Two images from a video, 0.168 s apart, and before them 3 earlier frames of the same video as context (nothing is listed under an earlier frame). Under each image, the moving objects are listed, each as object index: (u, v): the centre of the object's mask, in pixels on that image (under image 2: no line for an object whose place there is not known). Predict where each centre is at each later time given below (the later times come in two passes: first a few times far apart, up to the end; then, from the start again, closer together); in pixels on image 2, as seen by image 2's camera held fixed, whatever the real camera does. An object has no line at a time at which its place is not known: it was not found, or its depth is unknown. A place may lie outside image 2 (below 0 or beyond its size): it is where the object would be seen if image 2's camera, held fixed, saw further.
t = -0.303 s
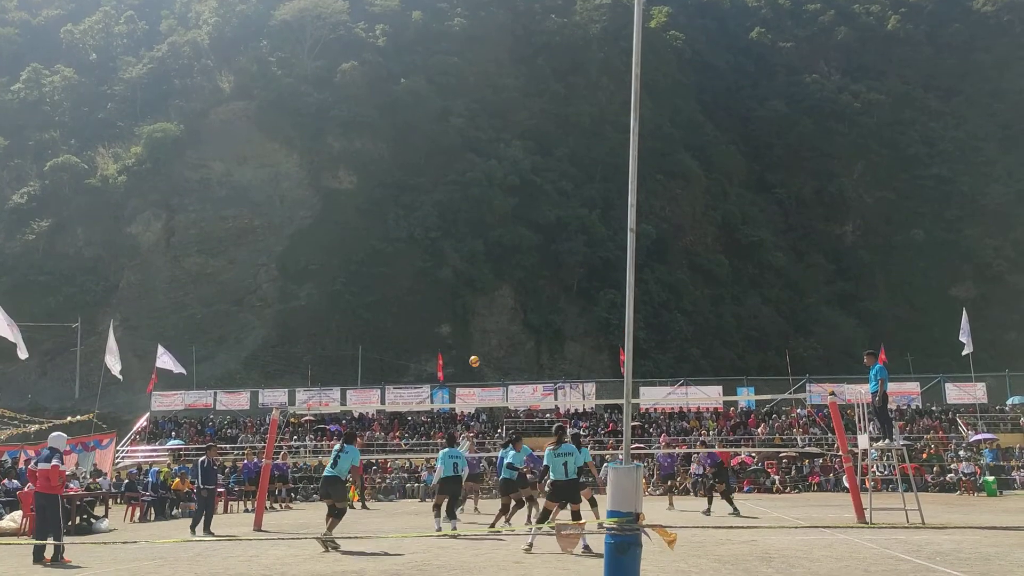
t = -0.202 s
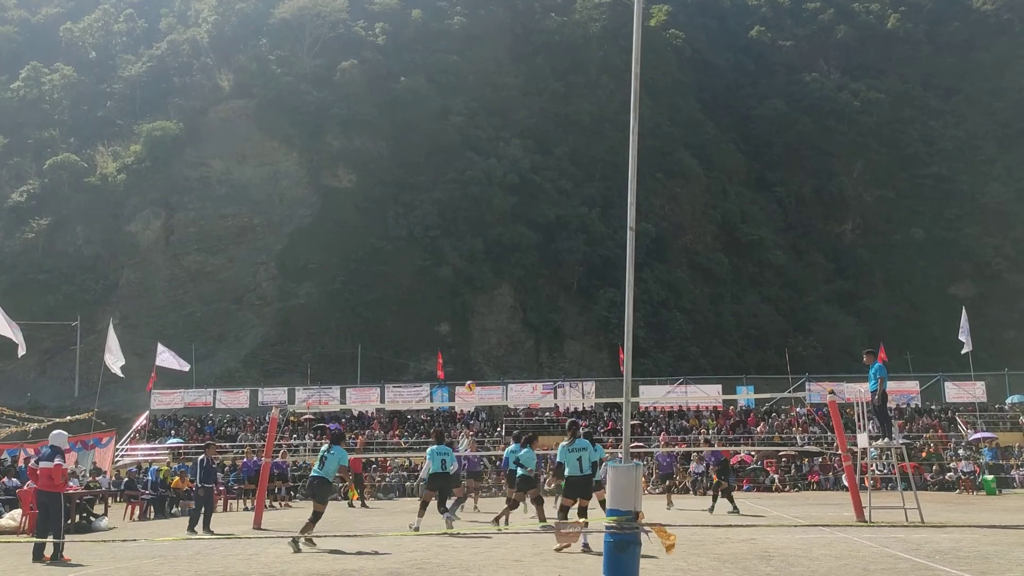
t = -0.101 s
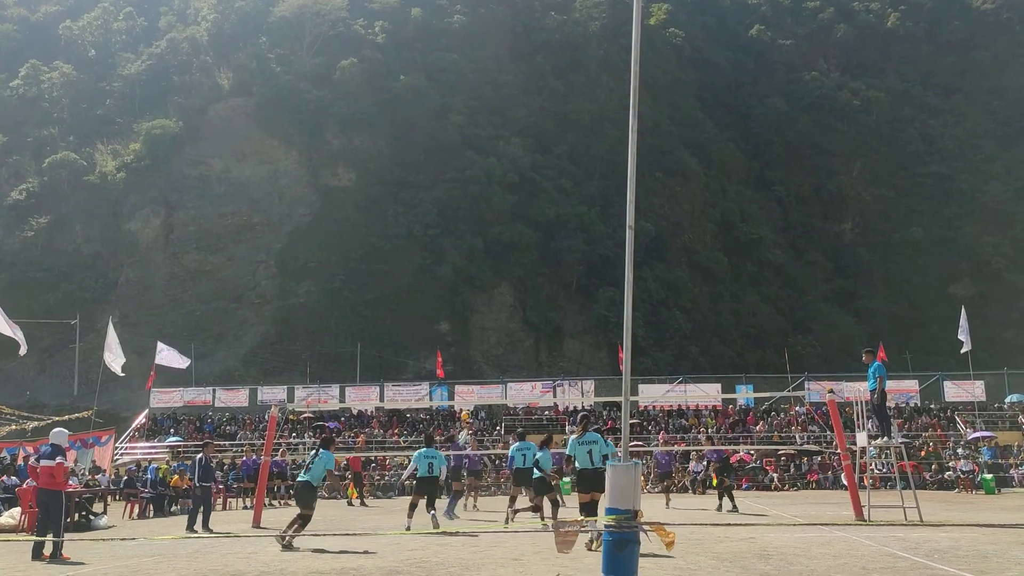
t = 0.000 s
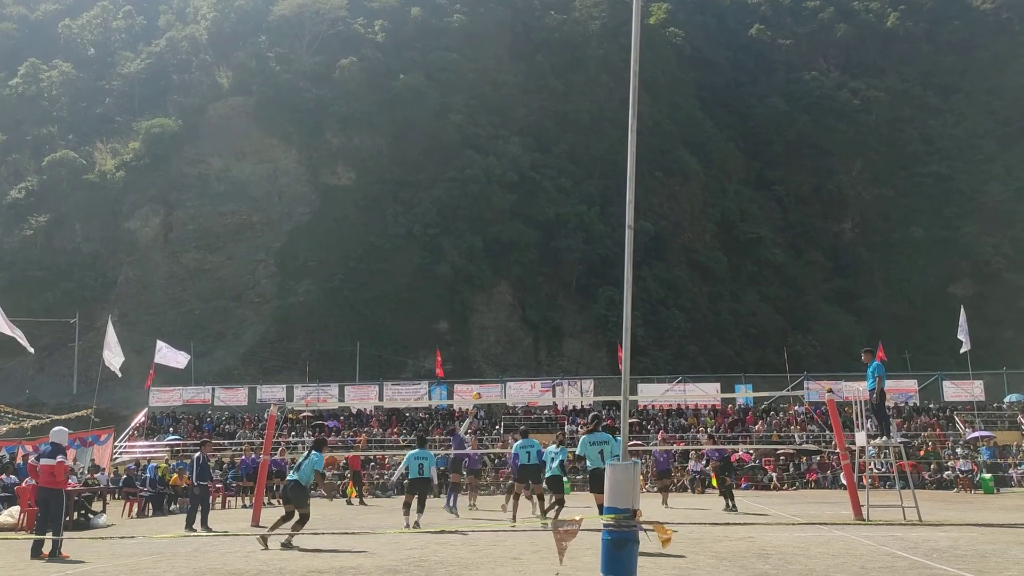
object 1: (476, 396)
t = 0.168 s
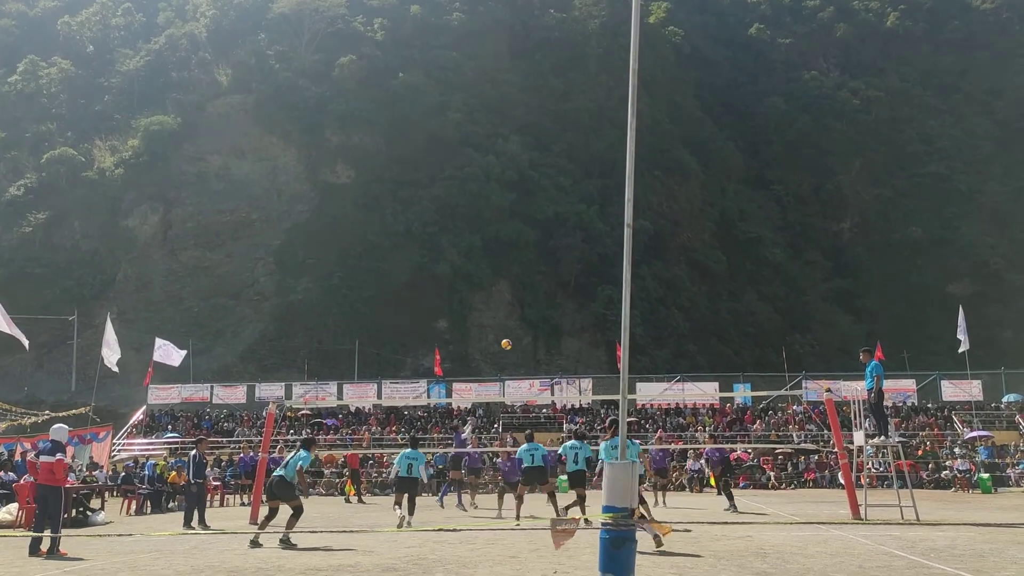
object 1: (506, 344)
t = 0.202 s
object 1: (512, 336)
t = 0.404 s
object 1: (549, 297)
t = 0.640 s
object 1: (591, 275)
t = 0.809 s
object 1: (620, 275)
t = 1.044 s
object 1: (662, 297)
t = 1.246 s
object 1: (697, 334)
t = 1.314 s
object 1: (709, 352)
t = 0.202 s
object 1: (512, 336)
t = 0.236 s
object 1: (518, 328)
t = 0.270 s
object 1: (524, 321)
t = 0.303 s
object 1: (531, 314)
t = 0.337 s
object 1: (537, 308)
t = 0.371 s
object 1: (543, 302)
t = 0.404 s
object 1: (549, 297)
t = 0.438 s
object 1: (555, 293)
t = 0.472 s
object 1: (561, 288)
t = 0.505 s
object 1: (567, 284)
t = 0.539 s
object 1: (573, 281)
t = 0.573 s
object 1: (579, 279)
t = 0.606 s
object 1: (585, 277)
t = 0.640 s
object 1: (591, 275)
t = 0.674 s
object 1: (597, 274)
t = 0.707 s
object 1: (603, 274)
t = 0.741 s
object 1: (608, 274)
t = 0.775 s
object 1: (614, 274)
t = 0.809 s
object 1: (620, 275)
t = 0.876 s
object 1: (635, 279)
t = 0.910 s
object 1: (638, 281)
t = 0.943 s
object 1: (644, 284)
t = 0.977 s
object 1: (650, 288)
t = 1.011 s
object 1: (656, 292)
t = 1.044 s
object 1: (662, 297)
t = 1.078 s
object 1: (668, 302)
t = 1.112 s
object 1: (674, 307)
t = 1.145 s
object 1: (680, 313)
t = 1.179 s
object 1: (686, 320)
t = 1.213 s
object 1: (692, 327)
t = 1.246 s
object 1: (697, 334)
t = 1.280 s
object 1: (703, 343)
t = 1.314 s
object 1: (709, 352)
